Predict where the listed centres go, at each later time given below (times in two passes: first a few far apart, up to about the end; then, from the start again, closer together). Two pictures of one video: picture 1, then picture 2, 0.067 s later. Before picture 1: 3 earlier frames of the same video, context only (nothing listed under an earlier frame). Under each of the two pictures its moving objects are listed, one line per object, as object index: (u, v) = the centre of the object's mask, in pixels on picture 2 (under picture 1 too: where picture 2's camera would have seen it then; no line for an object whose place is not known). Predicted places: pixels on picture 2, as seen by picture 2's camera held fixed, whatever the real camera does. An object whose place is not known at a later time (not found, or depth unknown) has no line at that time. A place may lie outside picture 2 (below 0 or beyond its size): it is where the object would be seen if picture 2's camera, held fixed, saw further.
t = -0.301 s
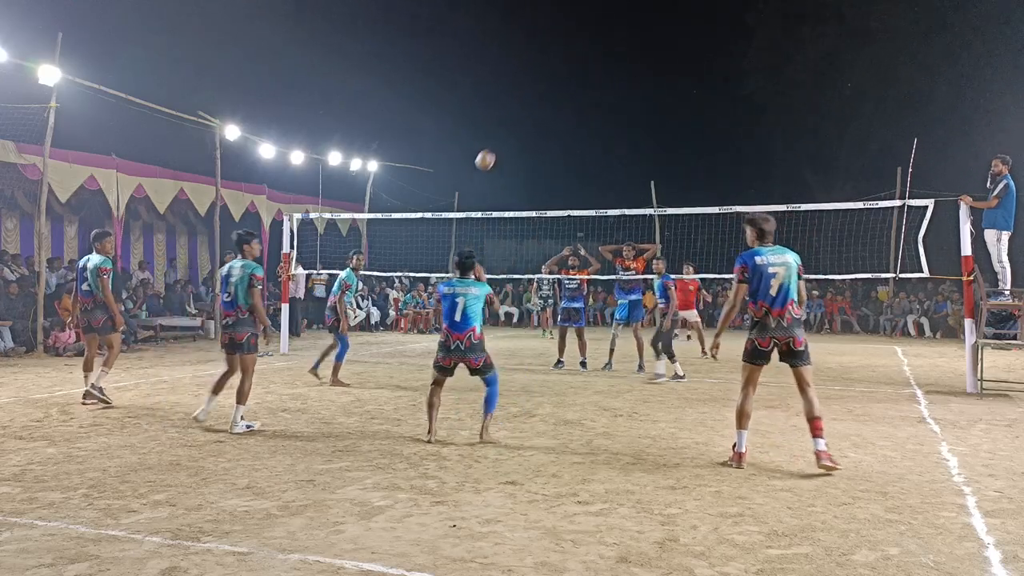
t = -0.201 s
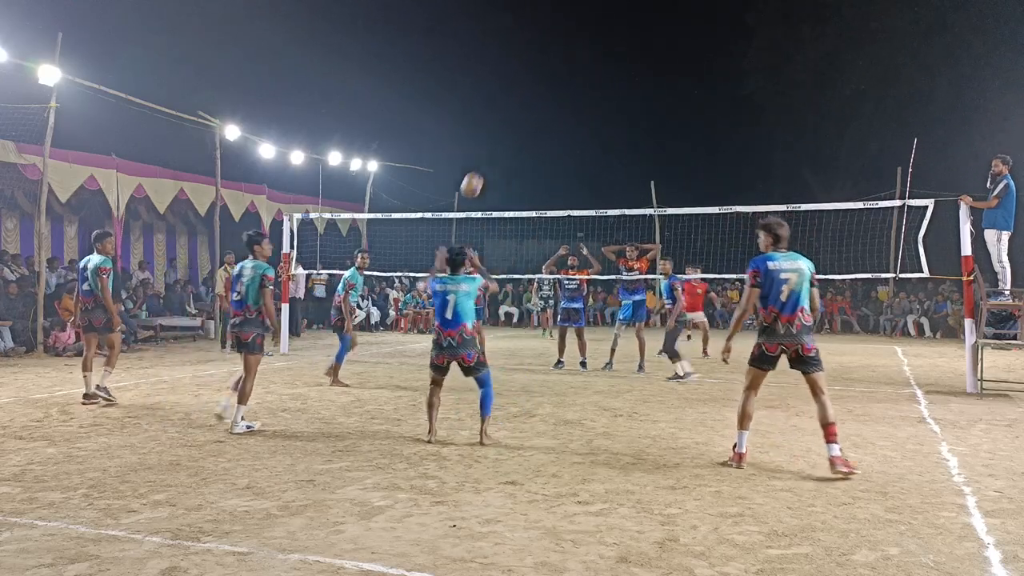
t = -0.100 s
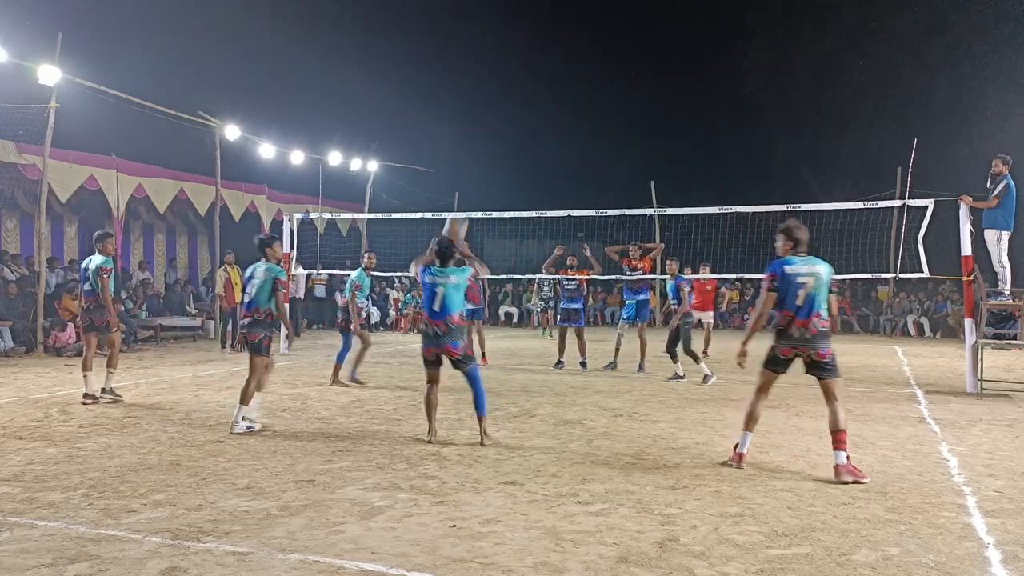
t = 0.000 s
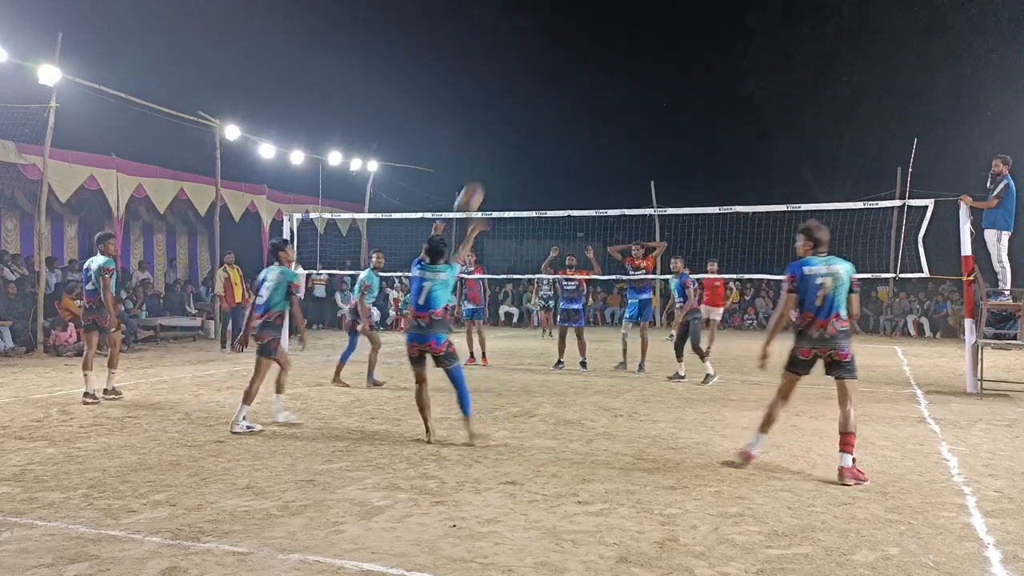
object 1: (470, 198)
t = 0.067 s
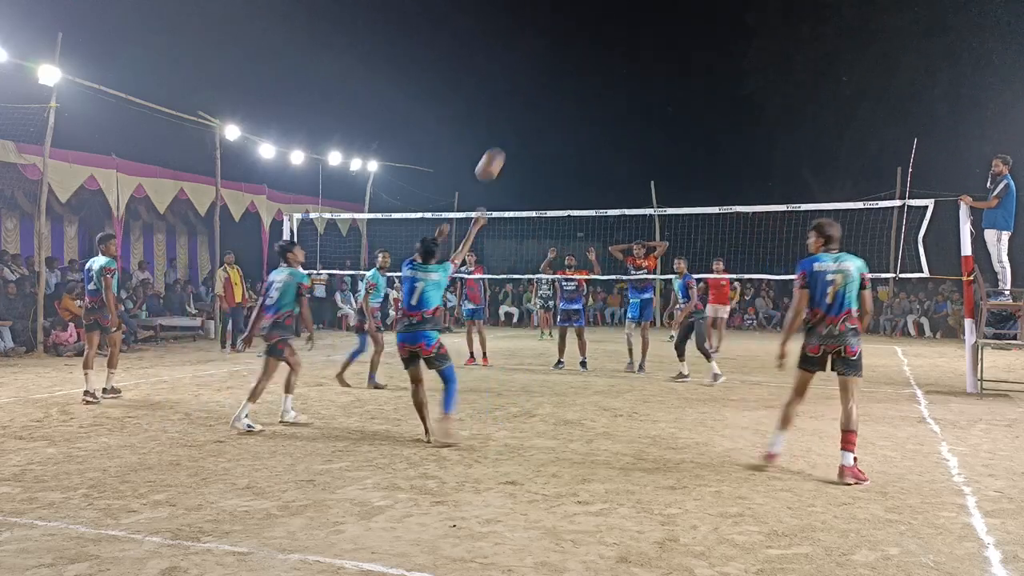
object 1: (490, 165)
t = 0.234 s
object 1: (537, 102)
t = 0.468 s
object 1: (590, 70)
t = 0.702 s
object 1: (632, 90)
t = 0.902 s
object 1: (662, 137)
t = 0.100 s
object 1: (500, 149)
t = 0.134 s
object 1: (510, 135)
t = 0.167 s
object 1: (519, 122)
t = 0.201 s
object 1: (528, 112)
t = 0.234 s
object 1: (537, 102)
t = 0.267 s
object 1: (545, 94)
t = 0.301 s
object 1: (553, 87)
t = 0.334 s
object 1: (561, 81)
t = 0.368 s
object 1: (569, 77)
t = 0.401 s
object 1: (576, 74)
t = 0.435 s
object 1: (583, 71)
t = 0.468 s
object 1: (590, 70)
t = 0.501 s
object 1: (597, 70)
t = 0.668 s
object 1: (627, 85)
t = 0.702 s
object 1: (632, 90)
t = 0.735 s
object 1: (638, 96)
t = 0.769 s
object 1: (642, 103)
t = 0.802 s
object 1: (647, 110)
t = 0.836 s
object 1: (652, 119)
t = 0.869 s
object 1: (657, 128)
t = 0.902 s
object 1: (662, 137)
